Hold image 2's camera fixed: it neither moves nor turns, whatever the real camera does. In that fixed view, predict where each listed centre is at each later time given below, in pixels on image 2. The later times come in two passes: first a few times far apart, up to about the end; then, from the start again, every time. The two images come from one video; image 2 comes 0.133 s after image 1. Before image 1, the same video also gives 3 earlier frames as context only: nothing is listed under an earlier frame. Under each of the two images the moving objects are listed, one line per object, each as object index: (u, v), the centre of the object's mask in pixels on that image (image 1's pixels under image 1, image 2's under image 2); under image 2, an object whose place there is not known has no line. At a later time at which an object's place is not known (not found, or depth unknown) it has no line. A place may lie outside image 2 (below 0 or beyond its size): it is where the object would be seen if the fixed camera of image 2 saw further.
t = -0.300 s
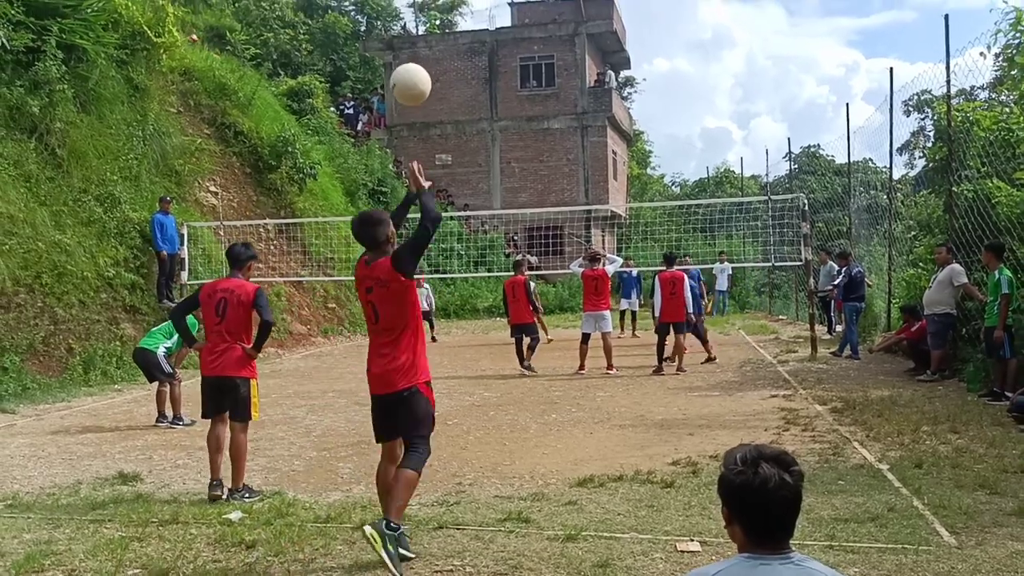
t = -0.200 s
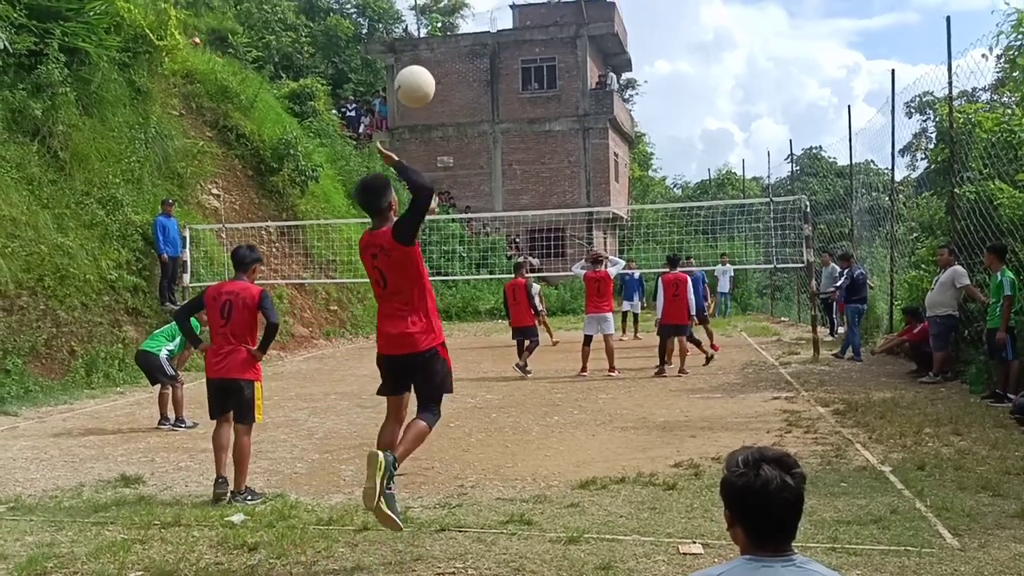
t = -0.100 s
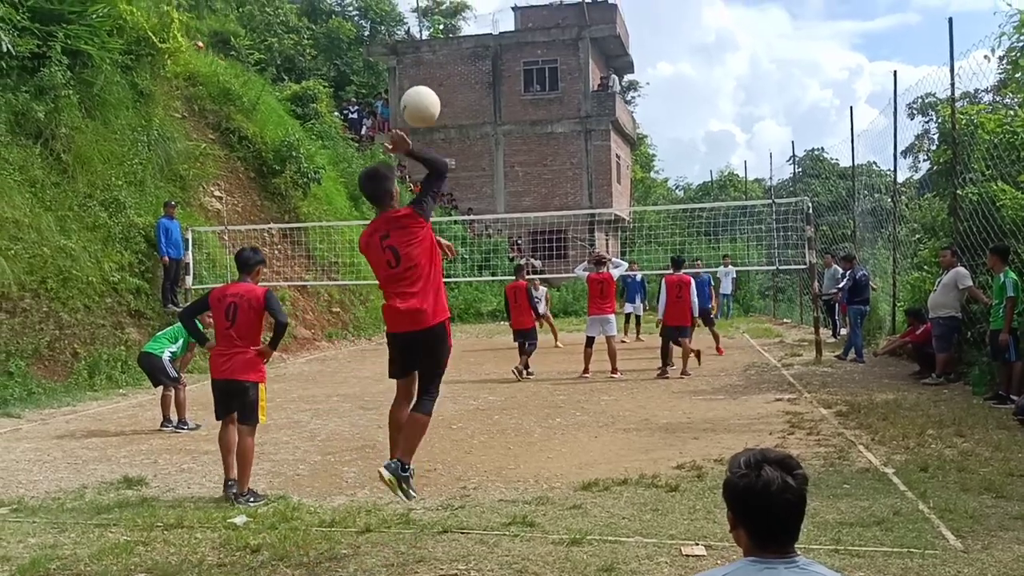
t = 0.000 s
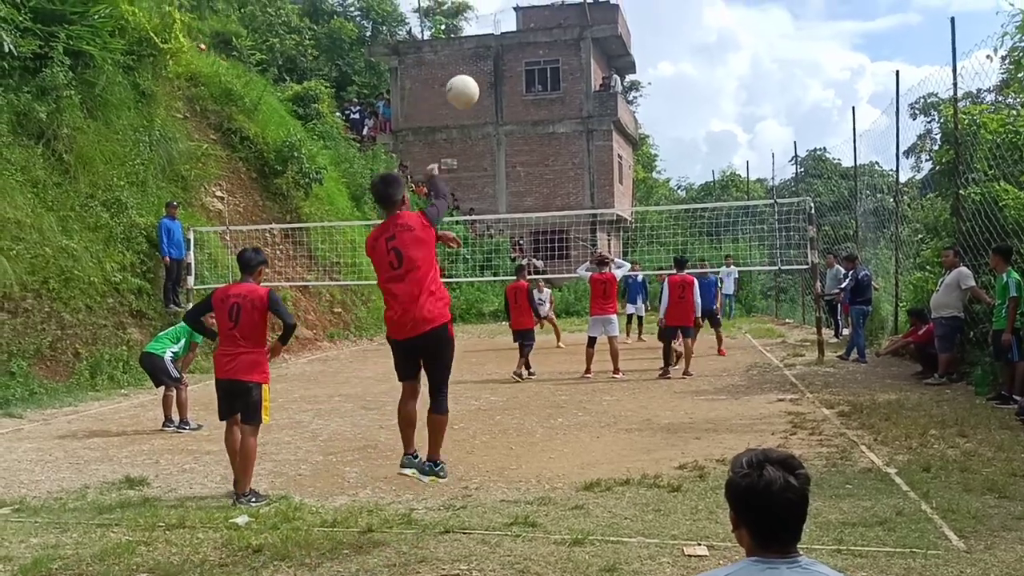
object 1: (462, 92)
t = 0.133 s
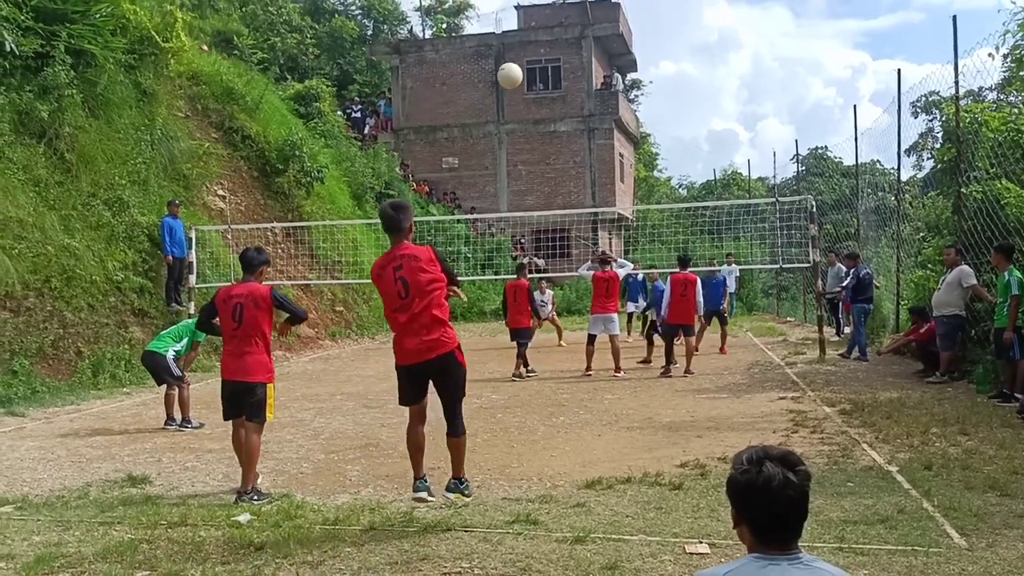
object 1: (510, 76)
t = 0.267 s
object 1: (538, 82)
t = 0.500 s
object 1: (567, 126)
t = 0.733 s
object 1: (584, 187)
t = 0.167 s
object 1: (518, 75)
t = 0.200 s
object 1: (525, 76)
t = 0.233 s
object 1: (532, 78)
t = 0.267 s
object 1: (538, 82)
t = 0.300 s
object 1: (544, 85)
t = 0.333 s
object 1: (548, 91)
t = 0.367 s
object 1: (553, 97)
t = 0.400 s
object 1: (557, 103)
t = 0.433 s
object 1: (561, 111)
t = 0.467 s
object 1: (564, 118)
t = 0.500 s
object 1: (567, 126)
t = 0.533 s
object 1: (570, 134)
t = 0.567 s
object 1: (573, 142)
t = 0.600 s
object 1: (575, 151)
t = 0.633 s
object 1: (578, 160)
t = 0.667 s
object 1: (580, 169)
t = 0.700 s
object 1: (582, 178)
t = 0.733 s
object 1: (584, 187)
